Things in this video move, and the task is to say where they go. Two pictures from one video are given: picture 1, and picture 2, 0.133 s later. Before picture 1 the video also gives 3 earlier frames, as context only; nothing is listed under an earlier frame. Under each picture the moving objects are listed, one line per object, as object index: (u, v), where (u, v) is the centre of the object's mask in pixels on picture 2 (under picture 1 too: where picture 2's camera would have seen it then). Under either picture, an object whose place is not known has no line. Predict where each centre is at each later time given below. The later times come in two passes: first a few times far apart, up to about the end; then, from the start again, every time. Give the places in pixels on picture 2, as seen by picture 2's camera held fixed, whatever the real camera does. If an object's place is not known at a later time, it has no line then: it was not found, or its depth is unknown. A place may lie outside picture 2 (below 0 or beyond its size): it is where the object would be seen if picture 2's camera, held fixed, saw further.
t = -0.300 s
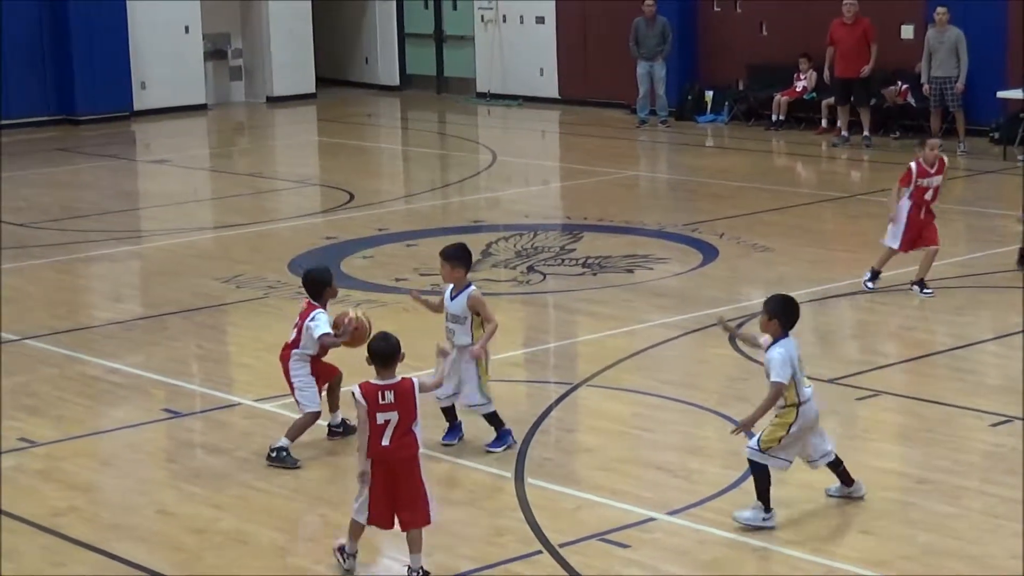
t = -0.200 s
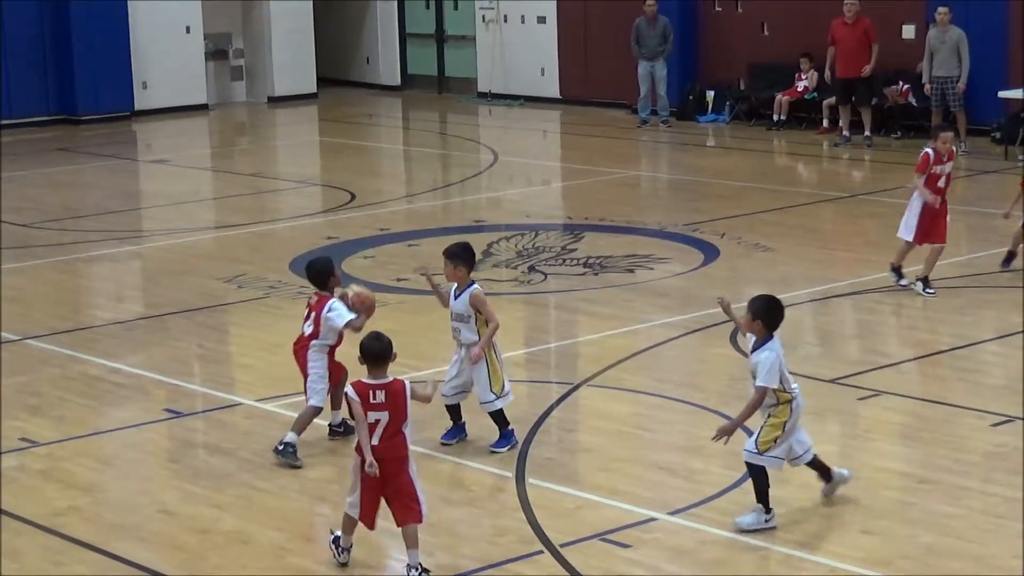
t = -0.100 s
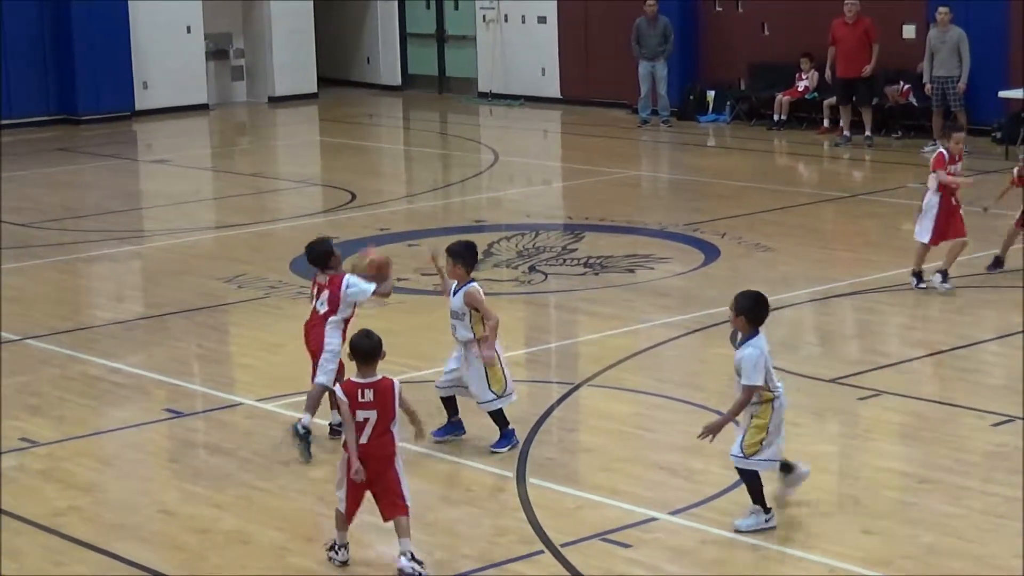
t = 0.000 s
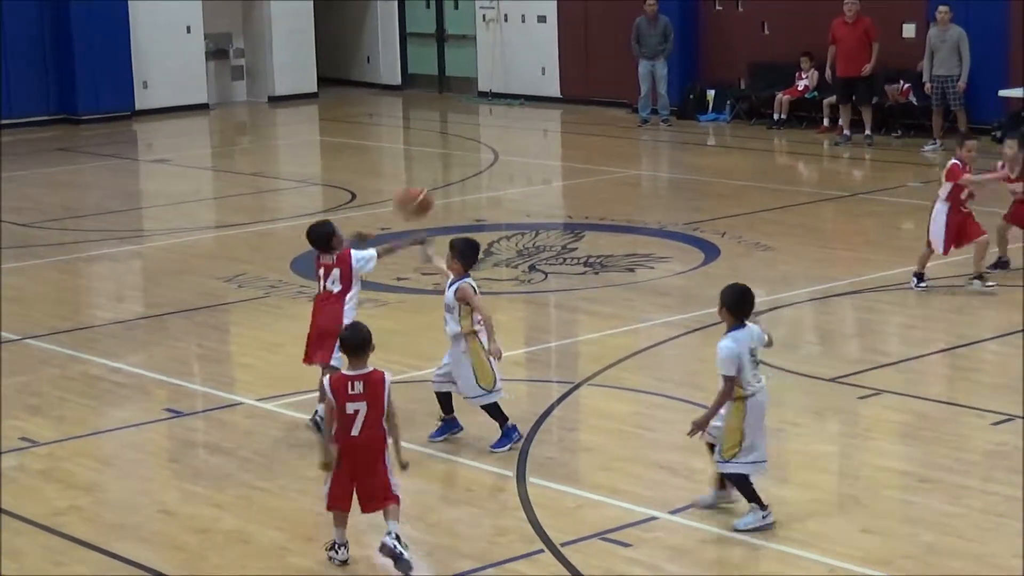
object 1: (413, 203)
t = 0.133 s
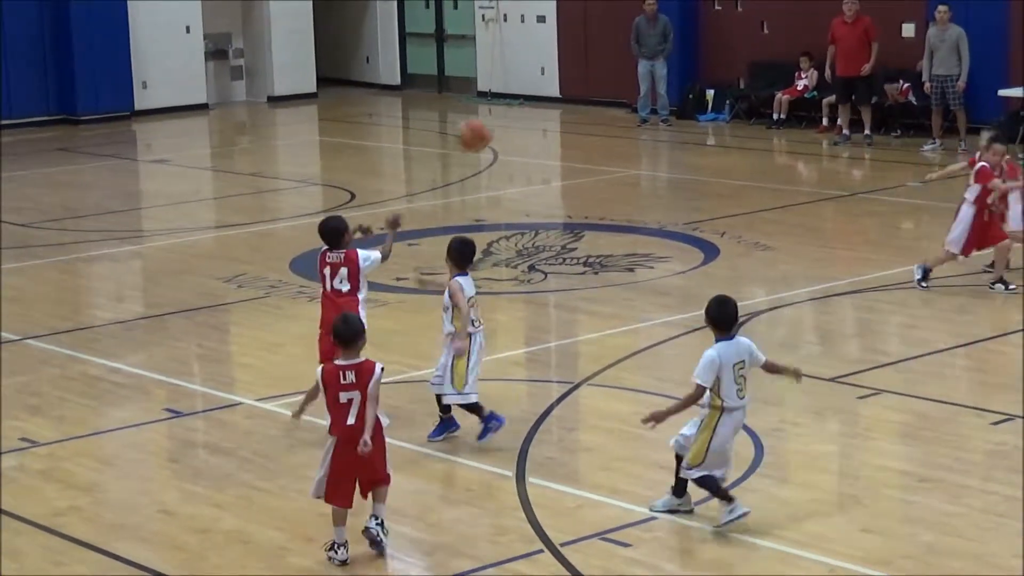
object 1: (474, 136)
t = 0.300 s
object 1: (545, 98)
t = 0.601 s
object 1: (653, 137)
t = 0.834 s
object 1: (730, 250)
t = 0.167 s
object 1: (487, 124)
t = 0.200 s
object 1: (502, 114)
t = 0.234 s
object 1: (516, 107)
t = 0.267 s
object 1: (531, 102)
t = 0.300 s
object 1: (545, 98)
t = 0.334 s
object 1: (559, 96)
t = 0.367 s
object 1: (572, 94)
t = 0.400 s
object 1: (584, 95)
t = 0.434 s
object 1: (596, 98)
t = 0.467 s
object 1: (608, 103)
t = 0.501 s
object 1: (620, 109)
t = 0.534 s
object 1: (631, 117)
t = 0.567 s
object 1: (642, 126)
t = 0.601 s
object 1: (653, 137)
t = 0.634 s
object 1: (665, 150)
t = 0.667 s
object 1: (675, 162)
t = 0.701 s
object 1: (686, 178)
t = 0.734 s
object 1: (697, 194)
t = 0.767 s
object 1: (708, 211)
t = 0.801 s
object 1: (719, 233)
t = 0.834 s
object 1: (730, 250)
